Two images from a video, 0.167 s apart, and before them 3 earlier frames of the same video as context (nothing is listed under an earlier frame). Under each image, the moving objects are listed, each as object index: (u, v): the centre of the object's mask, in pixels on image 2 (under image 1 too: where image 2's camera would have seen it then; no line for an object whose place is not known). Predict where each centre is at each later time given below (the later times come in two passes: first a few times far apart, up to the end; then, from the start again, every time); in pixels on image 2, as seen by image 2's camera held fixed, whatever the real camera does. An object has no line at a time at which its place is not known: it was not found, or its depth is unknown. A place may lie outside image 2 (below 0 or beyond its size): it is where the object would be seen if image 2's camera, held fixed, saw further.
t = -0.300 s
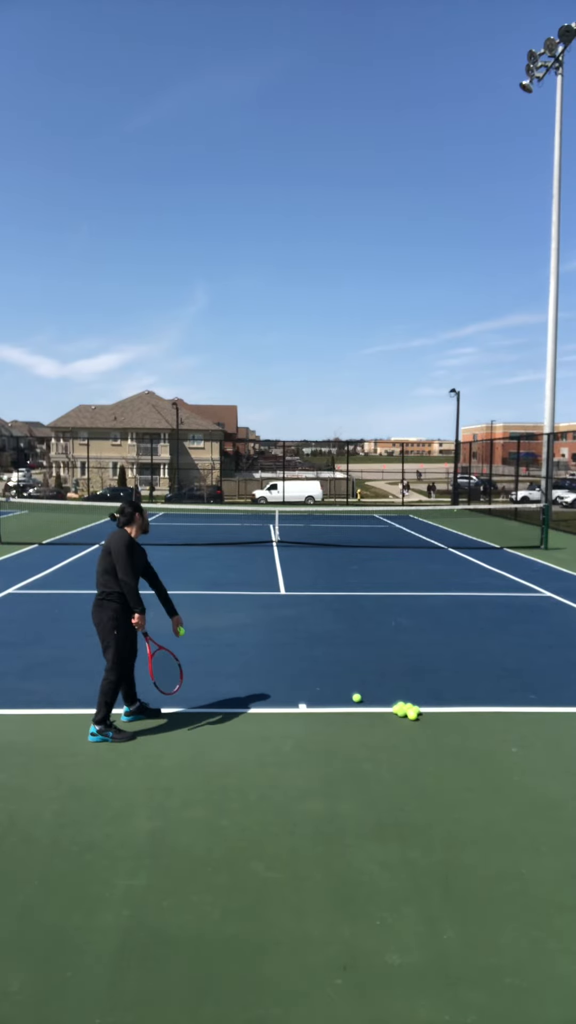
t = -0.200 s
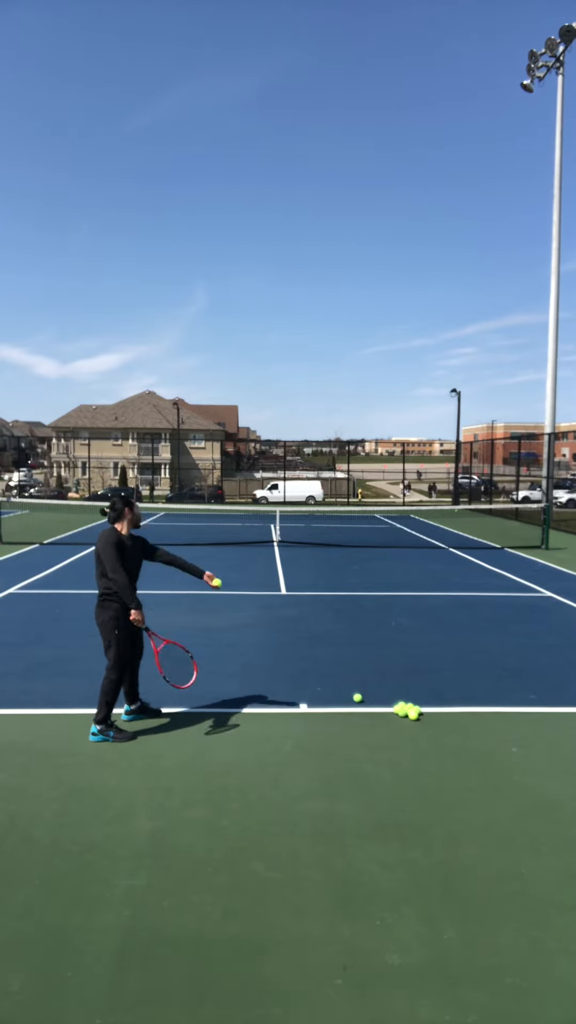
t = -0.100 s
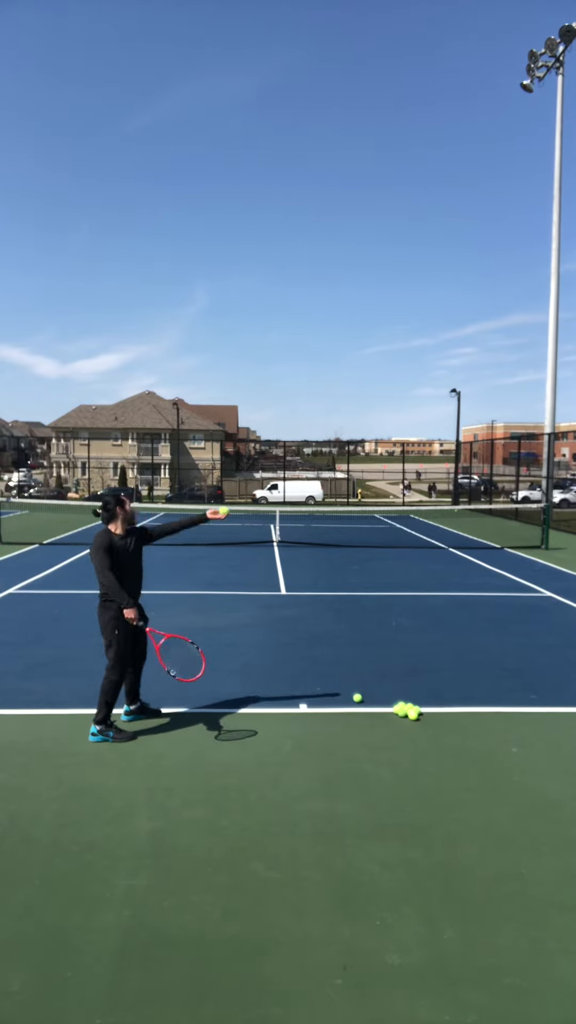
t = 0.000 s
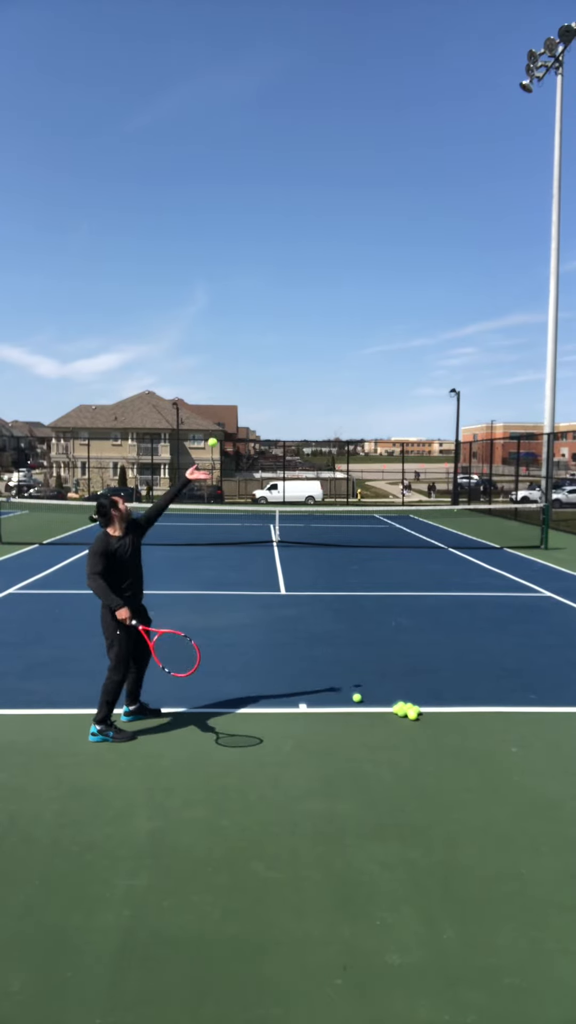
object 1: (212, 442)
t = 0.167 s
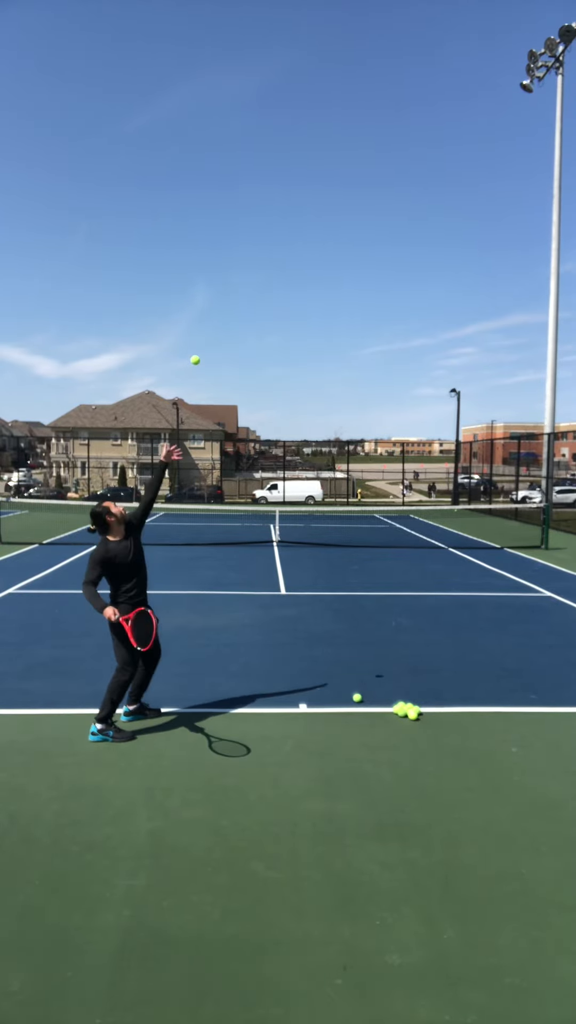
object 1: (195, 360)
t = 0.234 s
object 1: (188, 338)
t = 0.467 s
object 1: (167, 308)
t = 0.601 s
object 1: (156, 323)
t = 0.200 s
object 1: (191, 348)
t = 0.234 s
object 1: (188, 338)
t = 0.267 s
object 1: (185, 329)
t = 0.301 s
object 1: (182, 322)
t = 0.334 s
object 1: (179, 316)
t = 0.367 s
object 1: (176, 311)
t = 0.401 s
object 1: (173, 309)
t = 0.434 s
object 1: (170, 307)
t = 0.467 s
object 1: (167, 308)
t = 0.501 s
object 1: (164, 309)
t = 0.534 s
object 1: (161, 312)
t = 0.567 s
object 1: (158, 317)
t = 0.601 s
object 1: (156, 323)
